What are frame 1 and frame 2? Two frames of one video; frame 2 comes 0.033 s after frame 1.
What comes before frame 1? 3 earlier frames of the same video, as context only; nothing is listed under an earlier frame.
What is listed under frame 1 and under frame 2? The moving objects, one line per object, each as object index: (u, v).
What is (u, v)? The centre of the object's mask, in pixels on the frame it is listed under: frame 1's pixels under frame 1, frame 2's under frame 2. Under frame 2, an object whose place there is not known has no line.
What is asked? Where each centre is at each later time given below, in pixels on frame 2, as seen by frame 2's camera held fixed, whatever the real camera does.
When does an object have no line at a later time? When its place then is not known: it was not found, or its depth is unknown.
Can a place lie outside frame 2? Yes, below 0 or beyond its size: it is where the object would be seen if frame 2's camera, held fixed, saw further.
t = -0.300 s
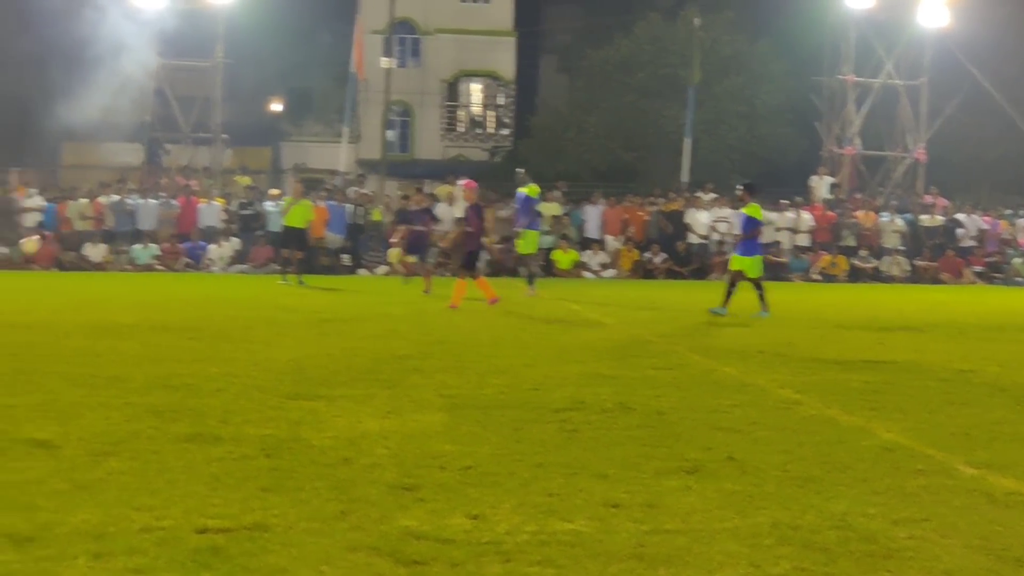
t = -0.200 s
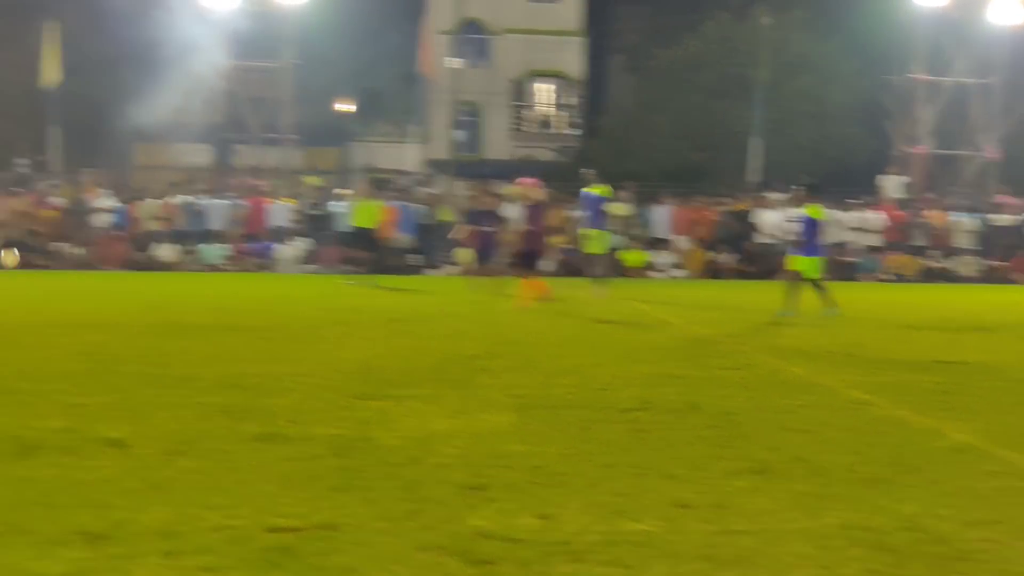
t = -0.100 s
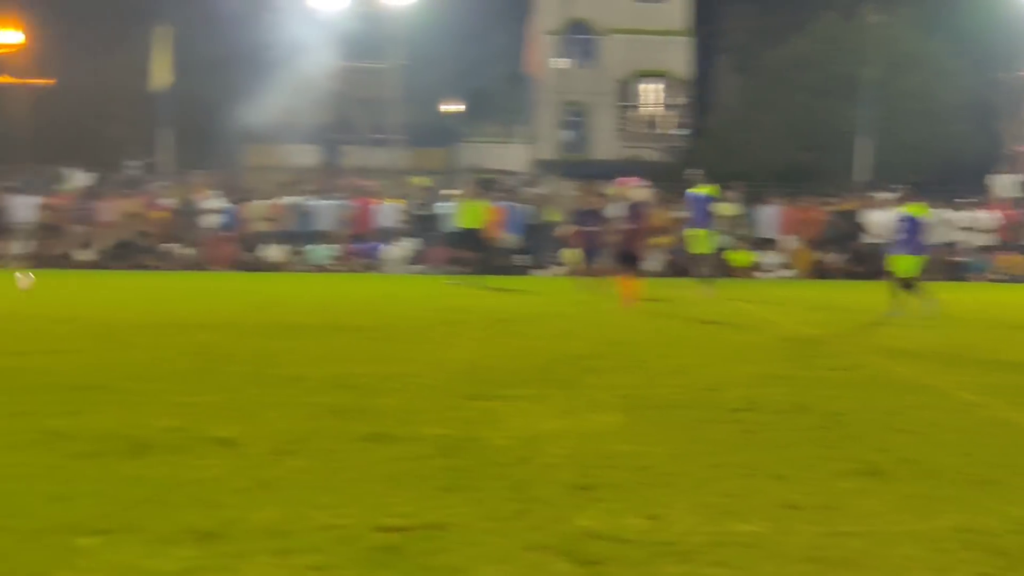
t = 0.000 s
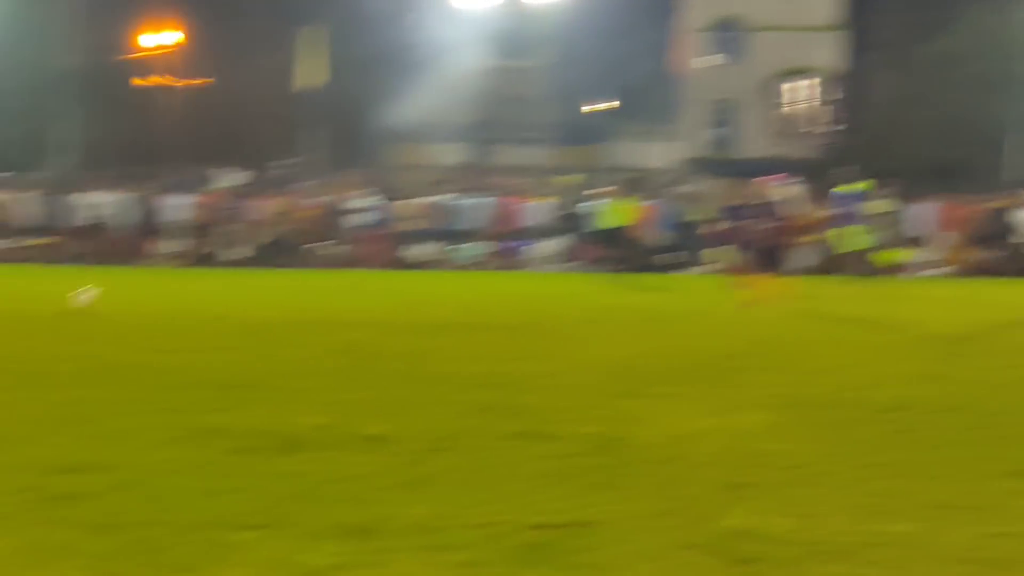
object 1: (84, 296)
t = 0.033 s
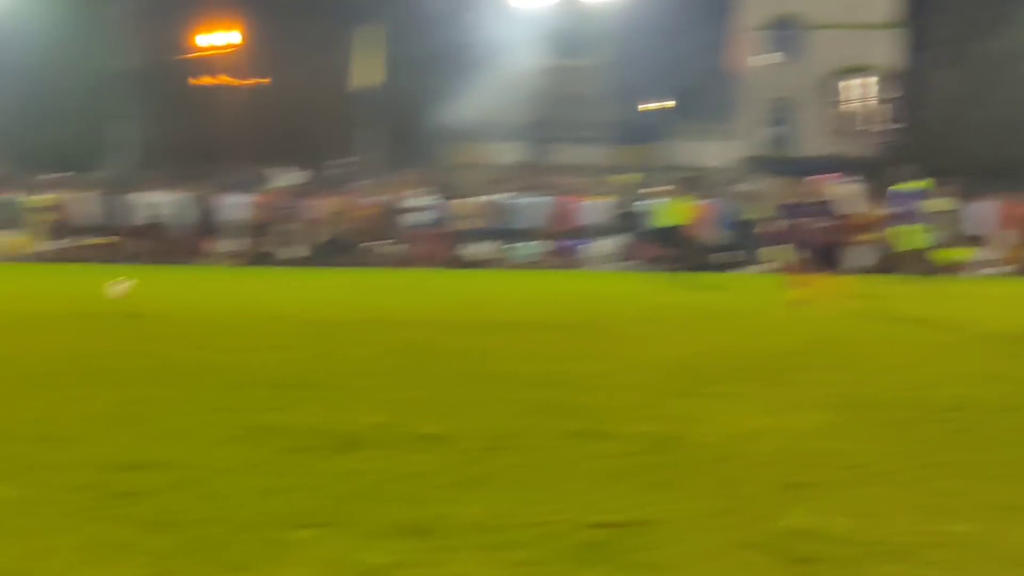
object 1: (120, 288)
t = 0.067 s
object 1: (99, 270)
